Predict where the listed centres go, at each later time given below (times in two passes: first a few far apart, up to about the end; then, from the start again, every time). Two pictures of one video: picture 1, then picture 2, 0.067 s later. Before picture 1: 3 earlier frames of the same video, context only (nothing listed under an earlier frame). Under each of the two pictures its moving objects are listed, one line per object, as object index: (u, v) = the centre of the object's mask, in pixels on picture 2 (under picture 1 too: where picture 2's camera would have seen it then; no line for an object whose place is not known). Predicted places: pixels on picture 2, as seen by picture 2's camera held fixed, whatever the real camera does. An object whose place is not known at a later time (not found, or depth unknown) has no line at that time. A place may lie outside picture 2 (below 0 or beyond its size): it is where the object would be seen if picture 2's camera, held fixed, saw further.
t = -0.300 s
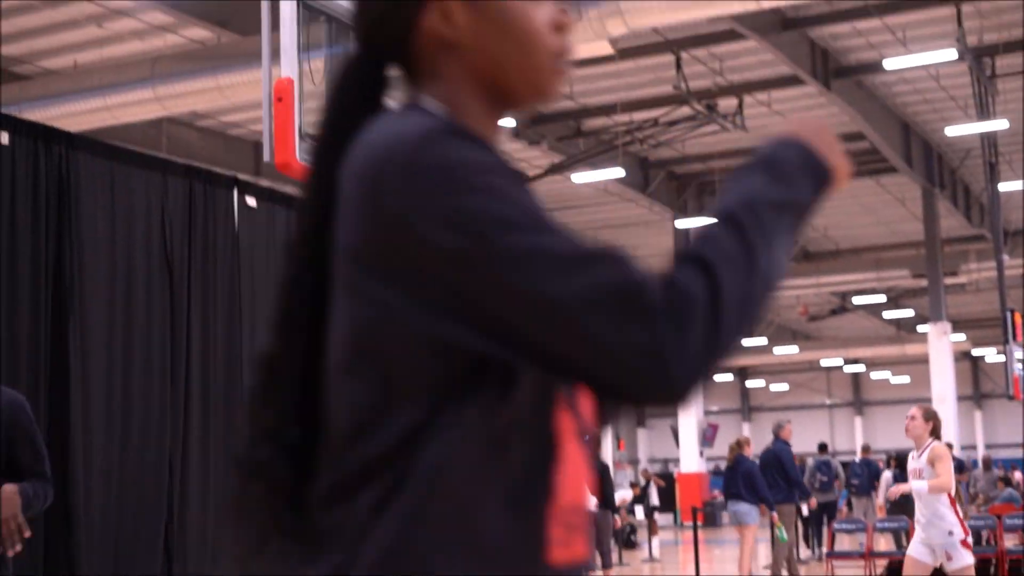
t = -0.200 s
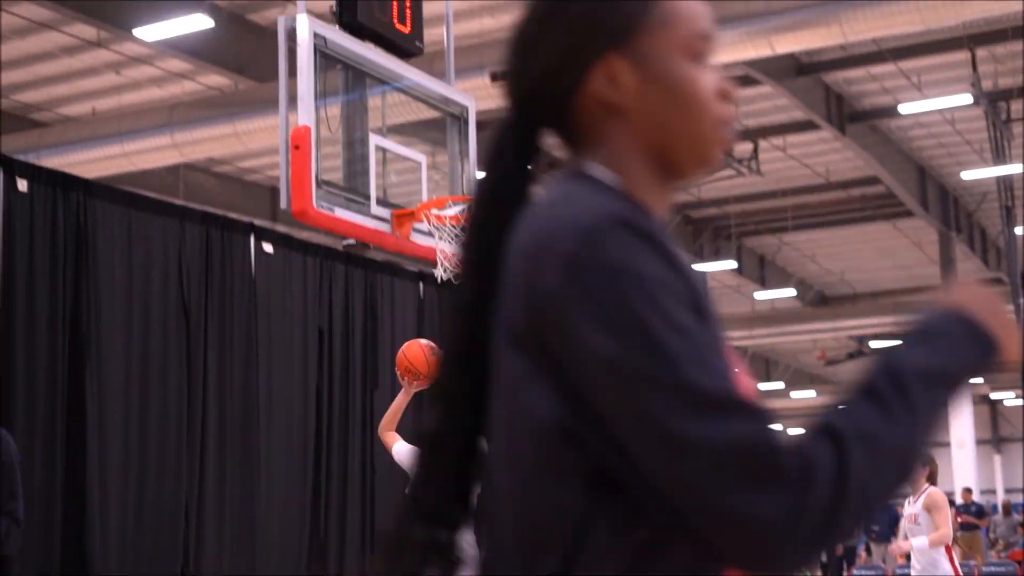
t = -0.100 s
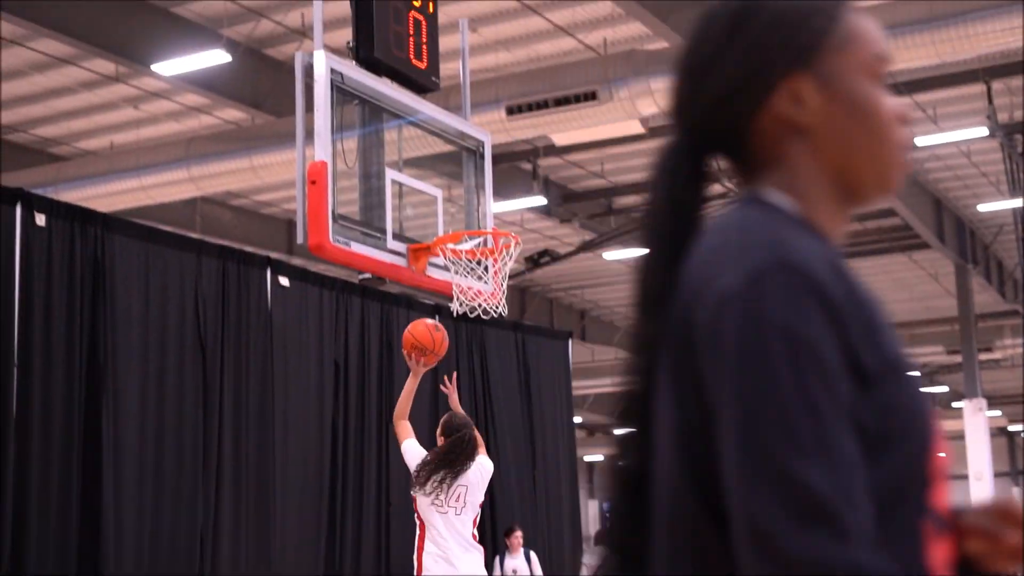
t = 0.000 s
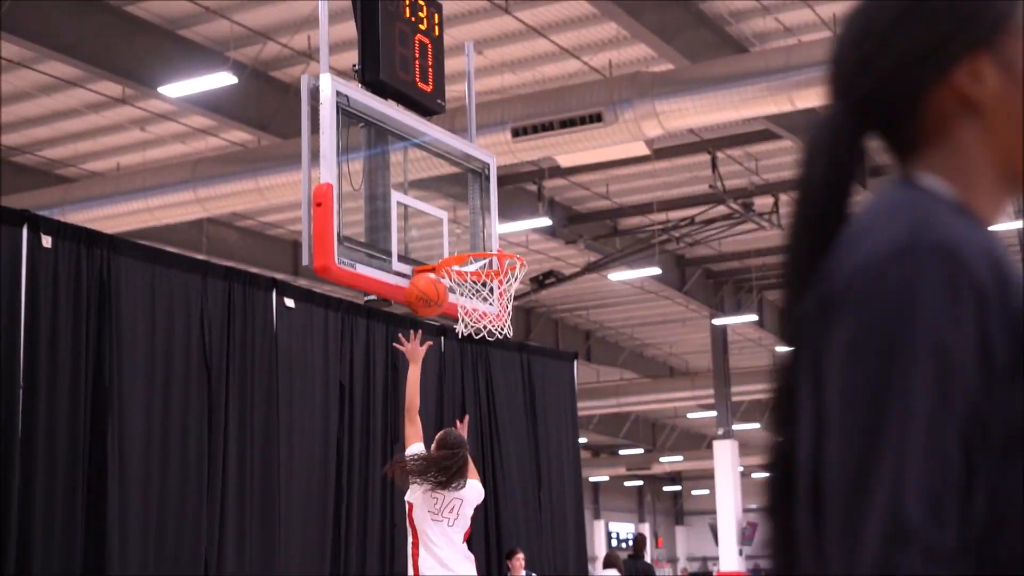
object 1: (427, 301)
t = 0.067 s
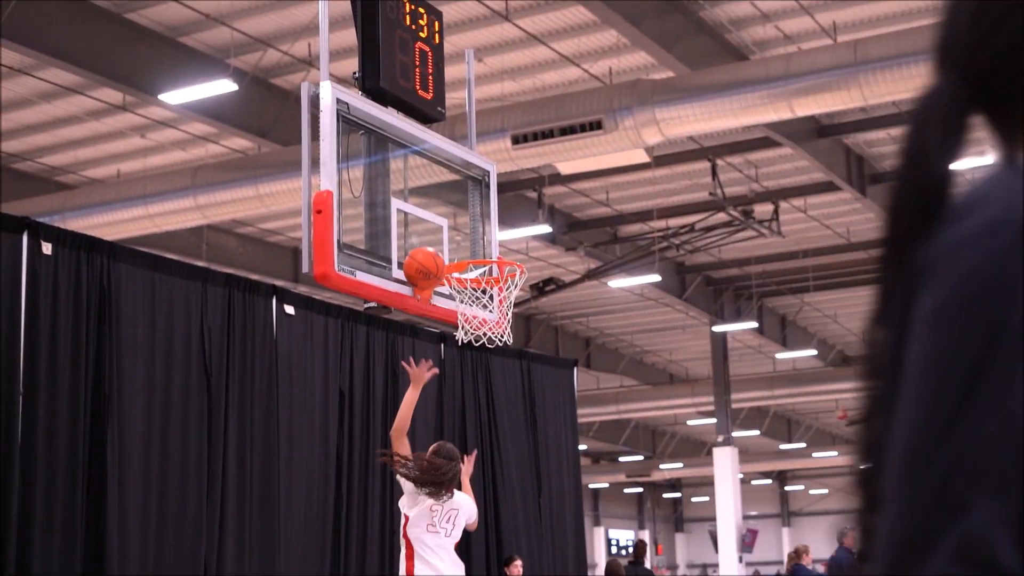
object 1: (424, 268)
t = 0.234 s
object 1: (420, 224)
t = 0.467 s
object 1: (470, 238)
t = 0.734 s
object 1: (479, 285)
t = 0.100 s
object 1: (424, 255)
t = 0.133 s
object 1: (423, 244)
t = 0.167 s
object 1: (422, 235)
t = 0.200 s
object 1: (421, 229)
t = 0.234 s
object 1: (420, 224)
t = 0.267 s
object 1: (419, 221)
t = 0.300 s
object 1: (427, 219)
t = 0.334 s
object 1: (436, 219)
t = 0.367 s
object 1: (444, 222)
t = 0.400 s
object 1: (453, 225)
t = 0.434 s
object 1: (461, 231)
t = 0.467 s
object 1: (470, 238)
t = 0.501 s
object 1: (478, 245)
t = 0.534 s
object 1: (487, 250)
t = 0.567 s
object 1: (493, 253)
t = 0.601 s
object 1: (492, 253)
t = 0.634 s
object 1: (491, 253)
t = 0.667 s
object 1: (490, 255)
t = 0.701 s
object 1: (484, 280)
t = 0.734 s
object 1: (479, 285)
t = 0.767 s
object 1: (471, 293)
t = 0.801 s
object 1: (466, 303)
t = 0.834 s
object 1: (463, 312)
